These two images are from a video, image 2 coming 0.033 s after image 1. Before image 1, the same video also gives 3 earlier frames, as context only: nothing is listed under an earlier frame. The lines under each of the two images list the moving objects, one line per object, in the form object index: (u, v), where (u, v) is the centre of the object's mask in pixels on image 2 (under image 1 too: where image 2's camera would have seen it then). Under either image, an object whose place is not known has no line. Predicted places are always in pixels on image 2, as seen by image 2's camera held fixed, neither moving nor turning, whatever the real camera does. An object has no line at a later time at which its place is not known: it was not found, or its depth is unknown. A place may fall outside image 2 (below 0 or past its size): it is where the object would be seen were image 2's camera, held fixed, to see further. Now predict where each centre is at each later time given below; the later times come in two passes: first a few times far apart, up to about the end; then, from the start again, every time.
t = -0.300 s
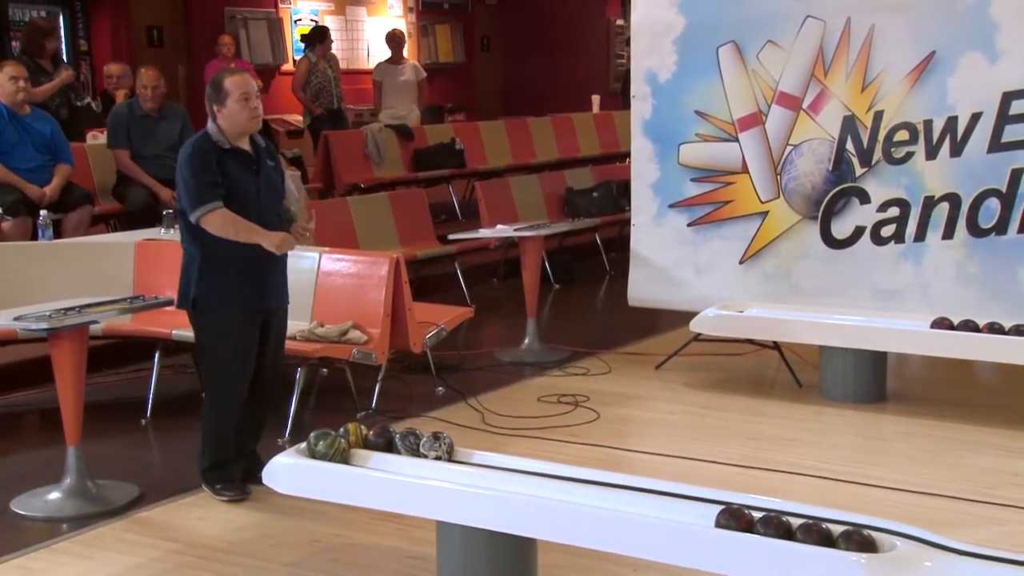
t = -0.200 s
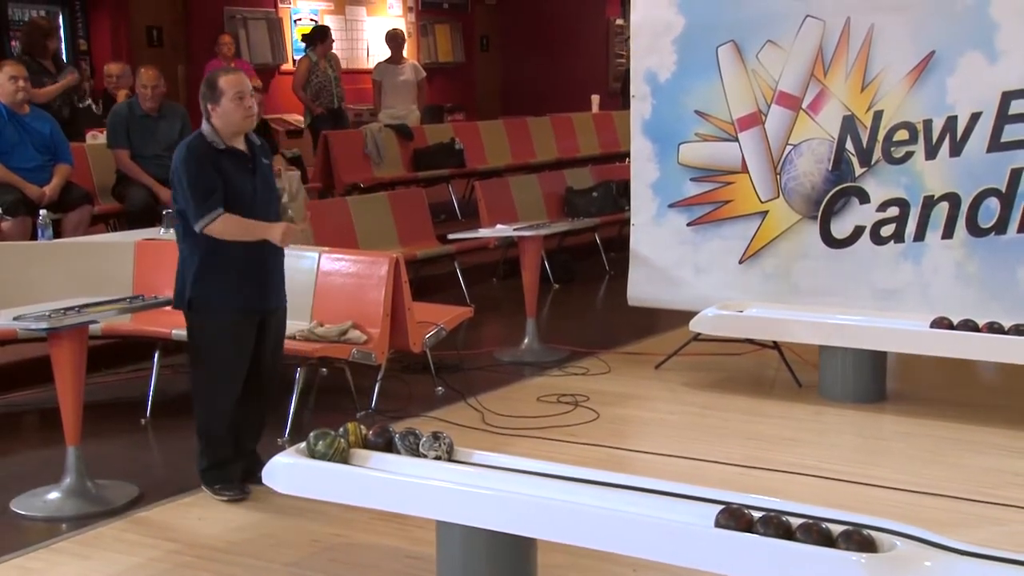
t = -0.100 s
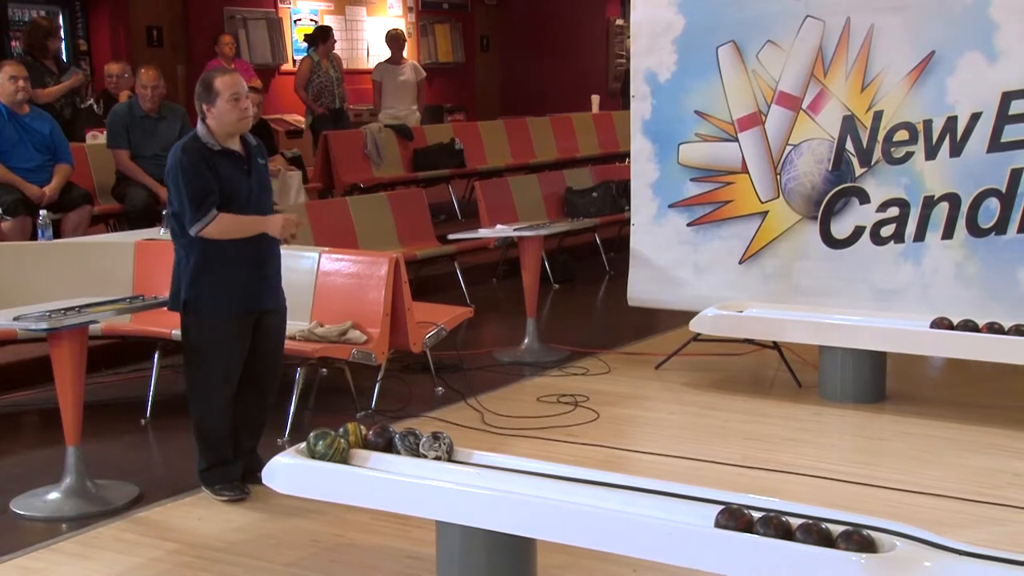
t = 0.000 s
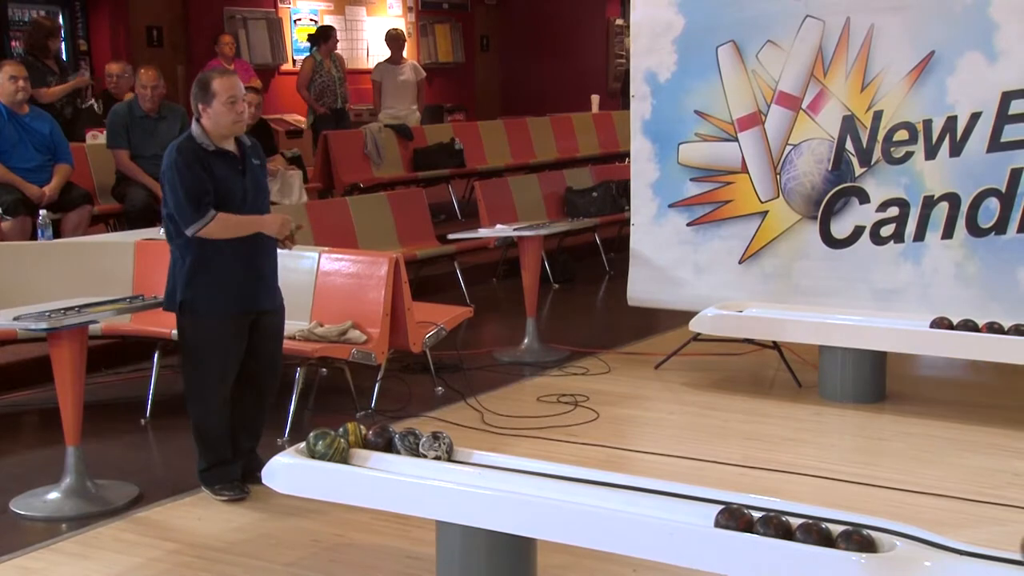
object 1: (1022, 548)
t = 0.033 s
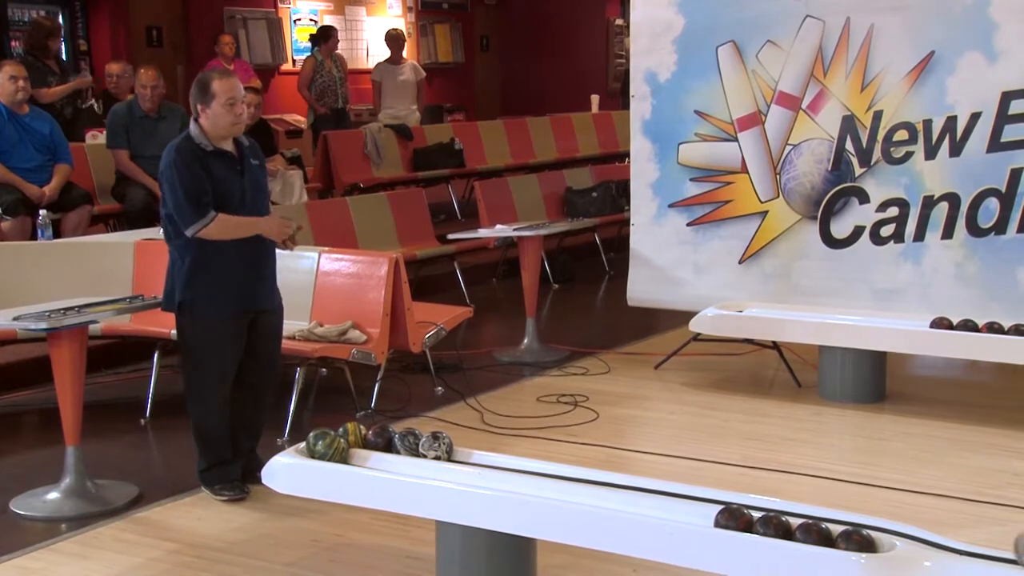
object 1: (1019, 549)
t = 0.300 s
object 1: (990, 542)
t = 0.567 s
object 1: (943, 532)
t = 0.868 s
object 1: (897, 519)
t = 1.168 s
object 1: (843, 508)
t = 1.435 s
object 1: (793, 500)
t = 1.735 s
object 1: (739, 491)
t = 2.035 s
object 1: (688, 483)
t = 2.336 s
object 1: (640, 476)
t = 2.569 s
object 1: (605, 470)
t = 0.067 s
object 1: (1017, 548)
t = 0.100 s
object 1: (1014, 547)
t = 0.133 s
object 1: (1011, 546)
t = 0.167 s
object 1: (1009, 545)
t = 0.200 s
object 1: (1005, 544)
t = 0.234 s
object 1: (1001, 543)
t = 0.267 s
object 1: (996, 542)
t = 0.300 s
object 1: (990, 542)
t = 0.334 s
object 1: (984, 541)
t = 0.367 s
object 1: (978, 539)
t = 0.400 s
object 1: (972, 538)
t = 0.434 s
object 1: (966, 537)
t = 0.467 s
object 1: (960, 536)
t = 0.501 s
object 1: (955, 534)
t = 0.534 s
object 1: (949, 533)
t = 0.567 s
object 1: (943, 532)
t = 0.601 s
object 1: (938, 531)
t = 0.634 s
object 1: (933, 529)
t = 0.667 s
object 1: (929, 528)
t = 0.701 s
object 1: (924, 526)
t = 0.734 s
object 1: (919, 524)
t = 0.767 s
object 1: (913, 523)
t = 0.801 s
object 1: (908, 521)
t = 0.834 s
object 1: (903, 520)
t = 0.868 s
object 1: (897, 519)
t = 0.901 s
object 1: (892, 517)
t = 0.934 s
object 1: (886, 516)
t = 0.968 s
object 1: (881, 514)
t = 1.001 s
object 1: (874, 513)
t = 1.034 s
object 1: (868, 512)
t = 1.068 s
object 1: (862, 510)
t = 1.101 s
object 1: (856, 509)
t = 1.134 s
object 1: (849, 508)
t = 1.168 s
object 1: (843, 508)
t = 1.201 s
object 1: (837, 507)
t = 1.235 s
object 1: (831, 506)
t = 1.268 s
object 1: (824, 505)
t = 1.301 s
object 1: (818, 504)
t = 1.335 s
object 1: (812, 503)
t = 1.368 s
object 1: (805, 502)
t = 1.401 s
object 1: (799, 501)
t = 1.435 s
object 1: (793, 500)
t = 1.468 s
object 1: (787, 499)
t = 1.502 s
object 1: (781, 498)
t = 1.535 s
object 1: (775, 496)
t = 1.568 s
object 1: (769, 495)
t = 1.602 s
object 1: (762, 494)
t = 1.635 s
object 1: (756, 493)
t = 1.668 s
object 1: (751, 492)
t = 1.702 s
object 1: (745, 492)
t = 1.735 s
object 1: (739, 491)
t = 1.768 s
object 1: (733, 490)
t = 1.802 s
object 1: (727, 489)
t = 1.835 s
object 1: (722, 488)
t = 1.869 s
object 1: (715, 487)
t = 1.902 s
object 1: (710, 487)
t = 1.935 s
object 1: (704, 486)
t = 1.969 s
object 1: (699, 485)
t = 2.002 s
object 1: (694, 484)
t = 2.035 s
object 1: (688, 483)
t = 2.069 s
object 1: (683, 483)
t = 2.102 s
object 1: (677, 481)
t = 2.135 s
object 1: (672, 481)
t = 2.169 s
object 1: (666, 480)
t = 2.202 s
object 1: (661, 479)
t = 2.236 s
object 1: (656, 479)
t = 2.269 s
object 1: (651, 478)
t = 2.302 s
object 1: (646, 477)
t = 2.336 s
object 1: (640, 476)
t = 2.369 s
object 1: (635, 475)
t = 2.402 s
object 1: (630, 474)
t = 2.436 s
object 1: (625, 473)
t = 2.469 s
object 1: (620, 474)
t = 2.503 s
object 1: (615, 473)
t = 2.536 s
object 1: (610, 472)
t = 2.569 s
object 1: (605, 470)
